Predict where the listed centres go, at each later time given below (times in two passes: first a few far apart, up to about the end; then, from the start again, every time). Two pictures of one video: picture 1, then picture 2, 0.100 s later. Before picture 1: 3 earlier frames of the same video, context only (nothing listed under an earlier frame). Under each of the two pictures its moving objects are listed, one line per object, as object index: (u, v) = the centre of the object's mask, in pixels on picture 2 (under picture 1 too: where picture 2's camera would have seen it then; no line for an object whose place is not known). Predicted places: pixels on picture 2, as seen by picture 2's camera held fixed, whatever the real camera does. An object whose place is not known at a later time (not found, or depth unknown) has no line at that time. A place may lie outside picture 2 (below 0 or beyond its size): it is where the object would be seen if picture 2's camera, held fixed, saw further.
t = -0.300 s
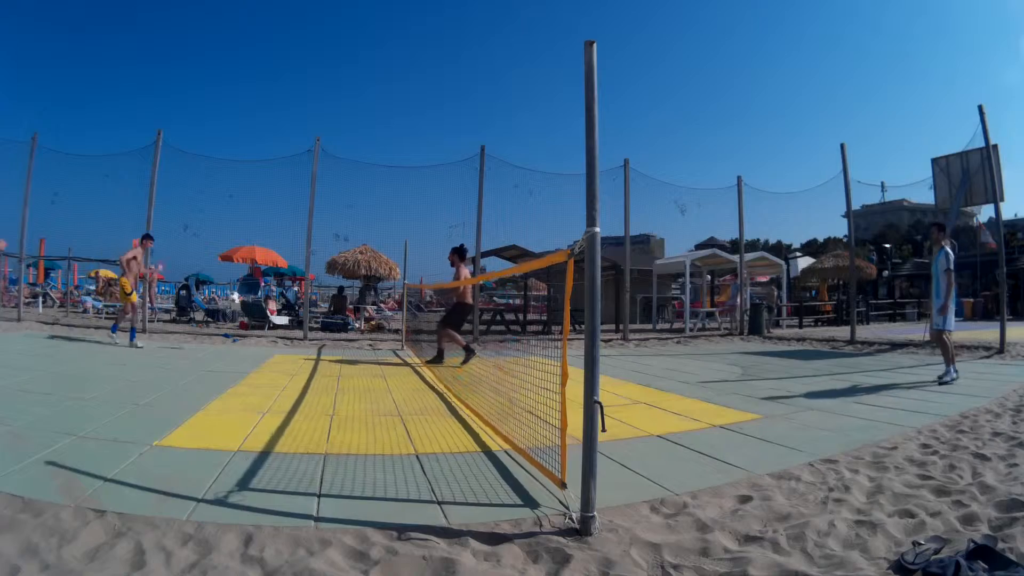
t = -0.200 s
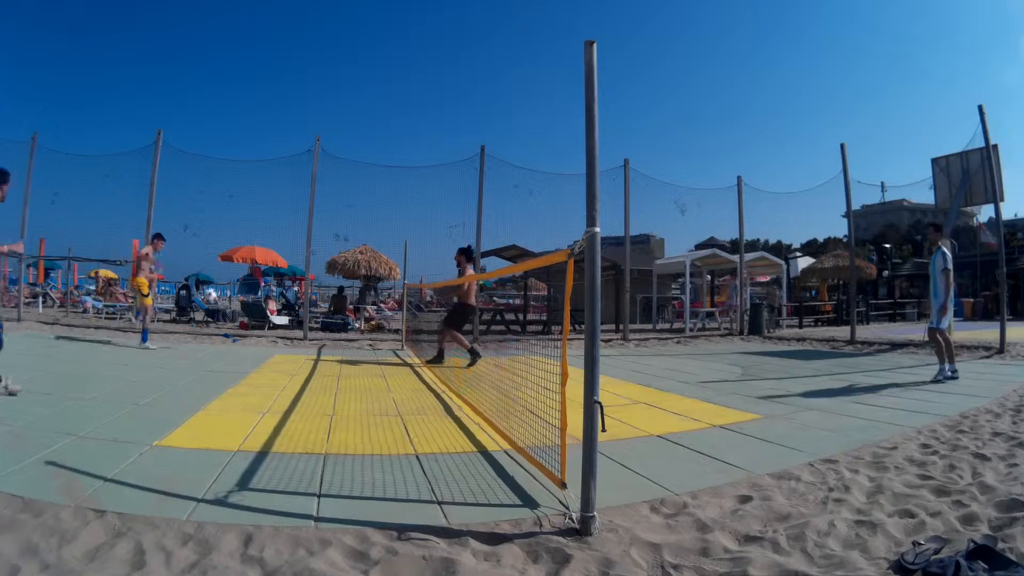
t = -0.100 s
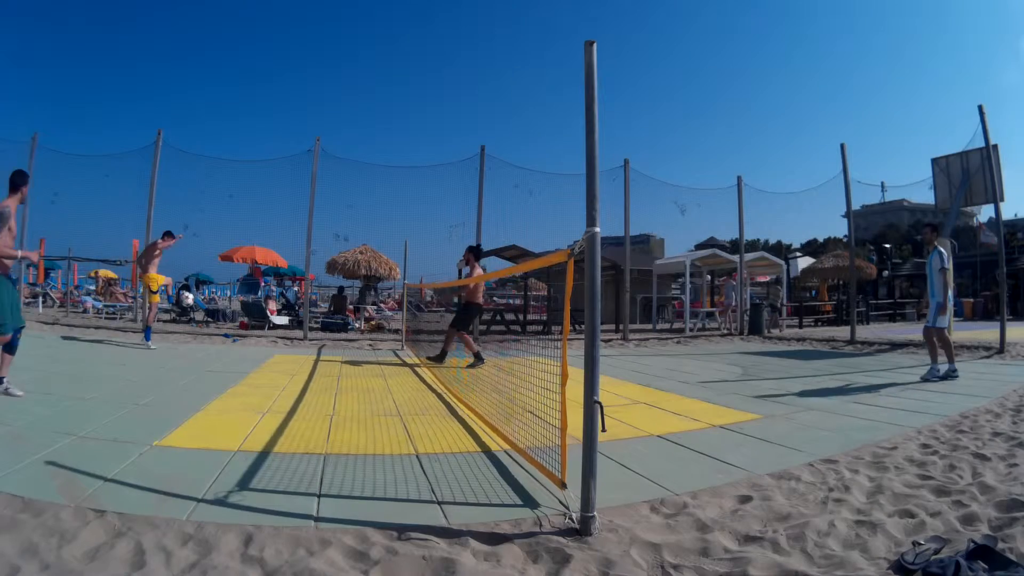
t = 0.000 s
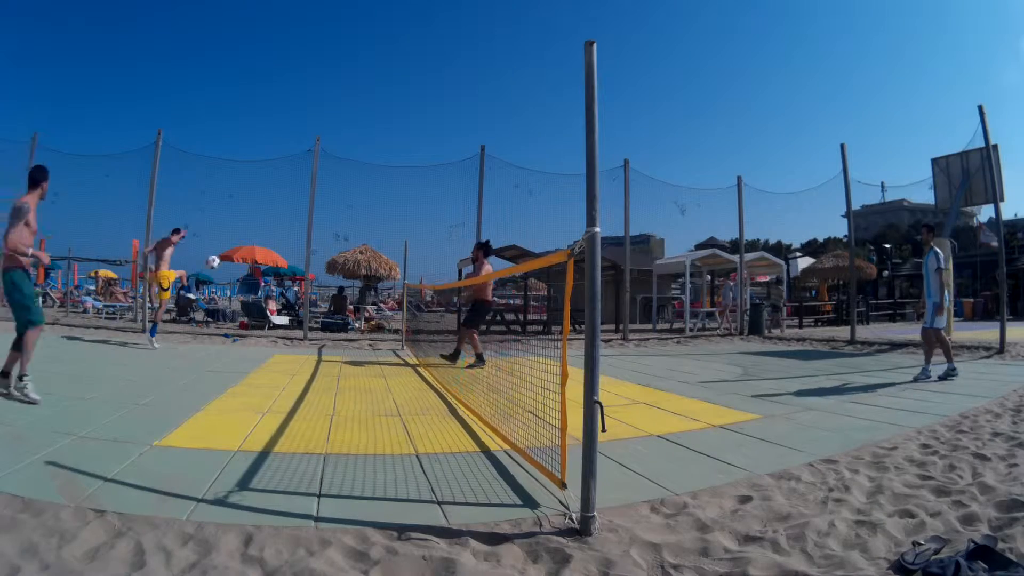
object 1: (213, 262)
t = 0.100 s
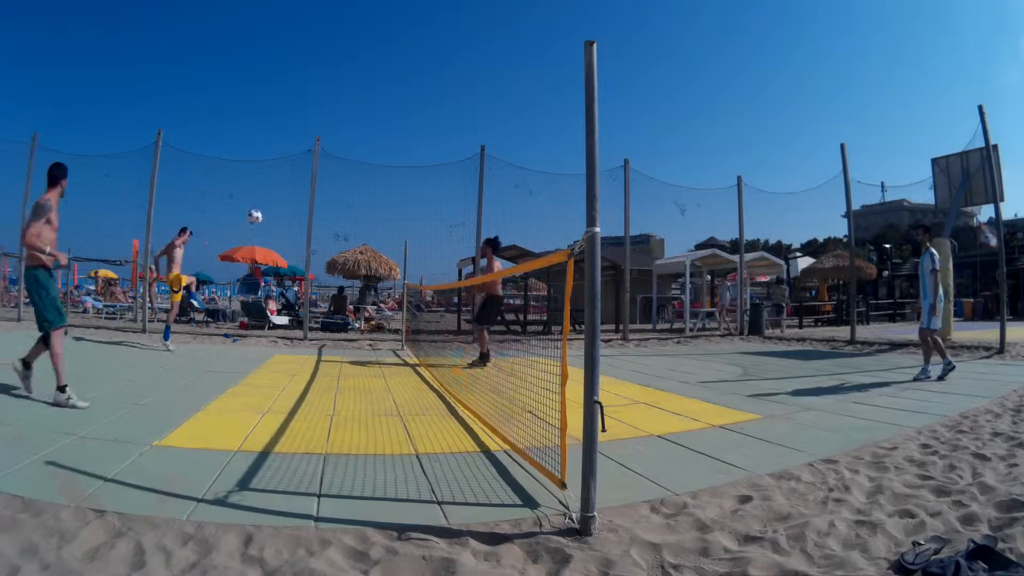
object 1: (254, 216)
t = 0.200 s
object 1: (302, 176)
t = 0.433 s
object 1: (427, 103)
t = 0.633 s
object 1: (546, 72)
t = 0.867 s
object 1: (690, 82)
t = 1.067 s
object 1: (808, 129)
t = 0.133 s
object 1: (270, 204)
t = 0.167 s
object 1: (285, 189)
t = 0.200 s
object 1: (302, 176)
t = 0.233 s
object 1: (319, 163)
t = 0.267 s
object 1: (335, 151)
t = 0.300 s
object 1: (353, 140)
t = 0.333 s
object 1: (371, 129)
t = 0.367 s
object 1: (390, 120)
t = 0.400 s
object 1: (408, 111)
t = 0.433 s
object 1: (427, 103)
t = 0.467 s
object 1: (446, 96)
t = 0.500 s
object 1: (466, 89)
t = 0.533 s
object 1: (486, 84)
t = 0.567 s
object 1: (506, 79)
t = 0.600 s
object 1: (526, 75)
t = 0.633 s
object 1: (546, 72)
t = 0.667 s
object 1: (566, 70)
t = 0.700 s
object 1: (582, 73)
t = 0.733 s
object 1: (607, 70)
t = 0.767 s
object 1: (628, 71)
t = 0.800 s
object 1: (648, 74)
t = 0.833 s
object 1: (669, 78)
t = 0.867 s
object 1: (690, 82)
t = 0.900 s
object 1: (710, 87)
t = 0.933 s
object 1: (730, 93)
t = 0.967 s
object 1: (750, 101)
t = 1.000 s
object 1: (769, 110)
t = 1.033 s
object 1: (789, 119)
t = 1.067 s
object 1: (808, 129)
